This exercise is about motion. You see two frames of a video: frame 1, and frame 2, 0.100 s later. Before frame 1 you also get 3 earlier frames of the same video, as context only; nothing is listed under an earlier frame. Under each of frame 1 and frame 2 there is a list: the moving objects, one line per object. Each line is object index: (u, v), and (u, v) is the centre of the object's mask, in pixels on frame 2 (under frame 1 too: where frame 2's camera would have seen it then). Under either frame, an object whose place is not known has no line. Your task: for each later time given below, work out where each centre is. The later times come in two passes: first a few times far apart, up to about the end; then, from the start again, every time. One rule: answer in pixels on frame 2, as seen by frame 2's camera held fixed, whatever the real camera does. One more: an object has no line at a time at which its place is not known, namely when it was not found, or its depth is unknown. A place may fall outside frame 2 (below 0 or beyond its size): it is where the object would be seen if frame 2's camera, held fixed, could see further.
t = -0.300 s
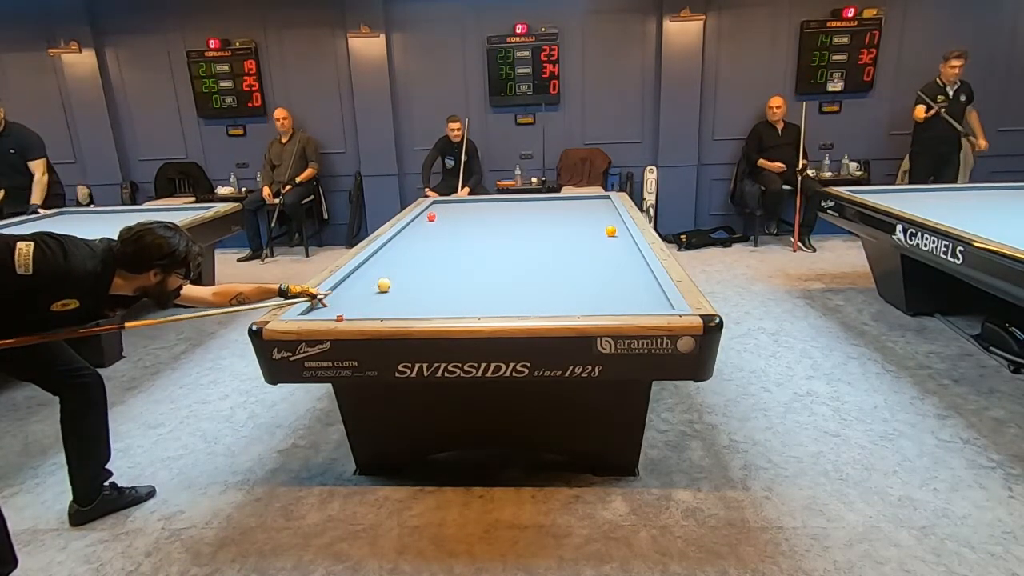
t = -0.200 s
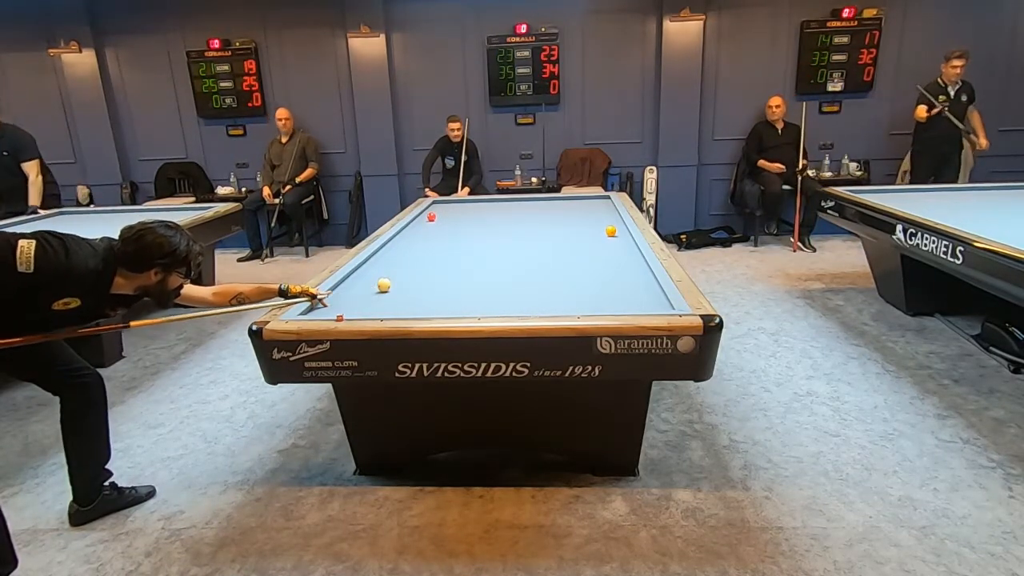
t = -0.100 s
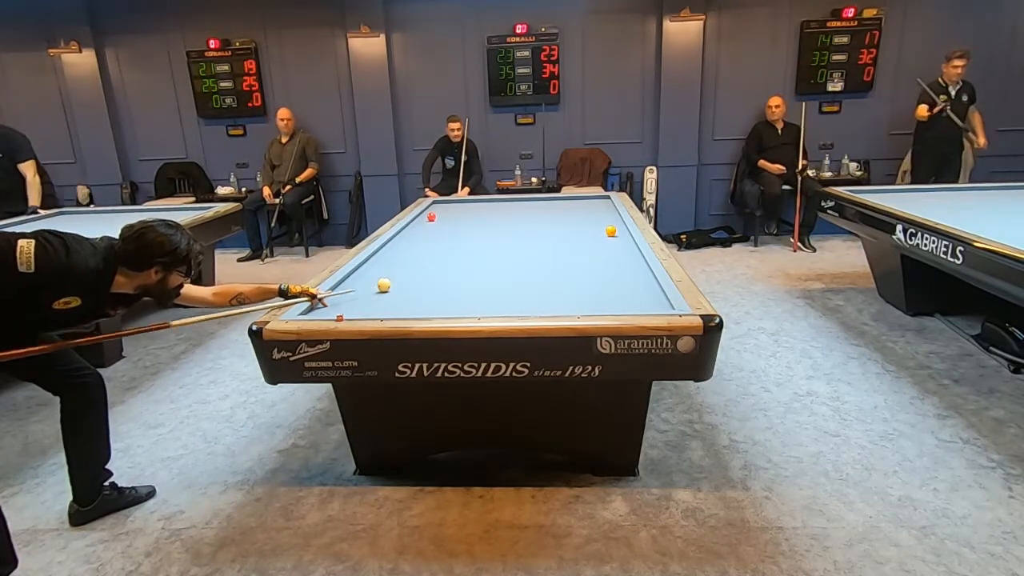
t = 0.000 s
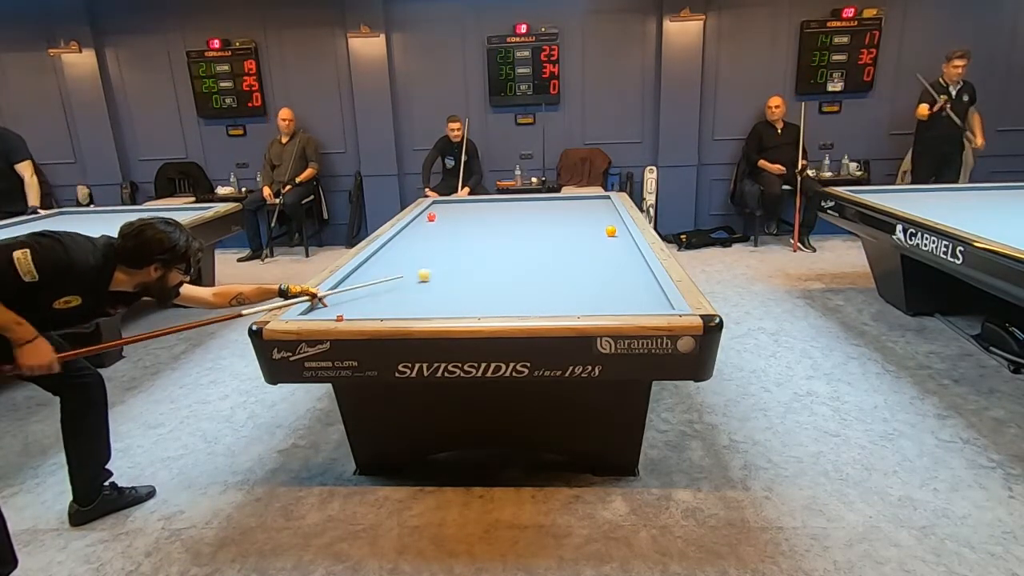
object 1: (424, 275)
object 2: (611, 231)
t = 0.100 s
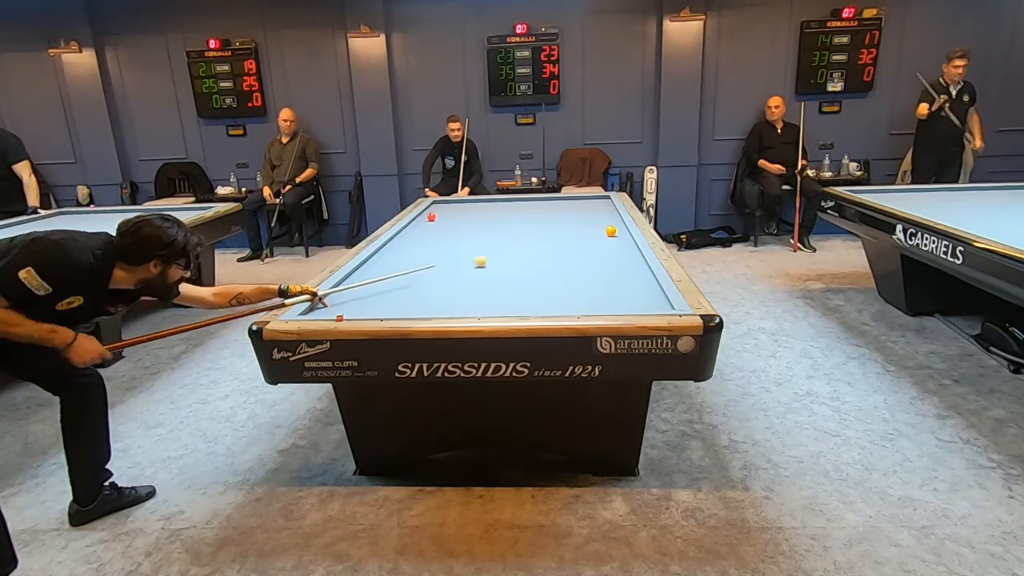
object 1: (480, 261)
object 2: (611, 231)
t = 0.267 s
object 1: (556, 243)
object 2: (611, 231)
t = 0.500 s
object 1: (608, 221)
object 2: (612, 232)
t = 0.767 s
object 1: (597, 206)
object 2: (568, 233)
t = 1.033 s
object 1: (578, 198)
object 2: (526, 234)
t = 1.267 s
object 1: (562, 206)
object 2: (491, 235)
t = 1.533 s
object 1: (541, 214)
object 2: (452, 236)
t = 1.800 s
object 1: (517, 223)
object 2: (414, 238)
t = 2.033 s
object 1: (495, 232)
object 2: (404, 237)
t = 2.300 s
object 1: (464, 243)
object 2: (425, 237)
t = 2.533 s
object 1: (434, 255)
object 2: (443, 237)
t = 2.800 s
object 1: (394, 270)
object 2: (464, 236)
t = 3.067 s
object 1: (348, 288)
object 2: (484, 236)
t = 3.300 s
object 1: (329, 303)
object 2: (501, 236)
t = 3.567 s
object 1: (343, 309)
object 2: (520, 235)
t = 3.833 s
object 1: (377, 299)
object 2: (538, 235)
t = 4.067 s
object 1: (405, 292)
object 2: (554, 234)
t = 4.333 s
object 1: (434, 282)
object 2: (571, 234)
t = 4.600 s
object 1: (460, 275)
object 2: (588, 234)
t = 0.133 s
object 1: (497, 257)
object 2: (611, 231)
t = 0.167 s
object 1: (512, 253)
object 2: (611, 231)
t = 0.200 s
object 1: (527, 249)
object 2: (611, 231)
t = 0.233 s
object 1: (542, 246)
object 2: (611, 231)
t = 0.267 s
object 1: (556, 243)
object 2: (611, 231)
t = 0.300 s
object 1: (569, 239)
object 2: (611, 231)
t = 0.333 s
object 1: (582, 236)
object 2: (611, 231)
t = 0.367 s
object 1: (594, 233)
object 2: (611, 231)
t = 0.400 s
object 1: (601, 230)
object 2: (615, 231)
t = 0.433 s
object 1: (603, 227)
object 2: (625, 231)
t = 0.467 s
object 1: (606, 224)
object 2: (619, 231)
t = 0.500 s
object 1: (608, 221)
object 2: (612, 232)
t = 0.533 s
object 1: (611, 219)
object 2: (606, 232)
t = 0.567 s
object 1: (614, 216)
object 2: (600, 232)
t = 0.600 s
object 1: (615, 215)
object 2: (594, 232)
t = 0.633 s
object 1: (610, 213)
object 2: (588, 232)
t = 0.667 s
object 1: (606, 211)
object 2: (583, 232)
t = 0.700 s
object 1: (603, 209)
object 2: (578, 232)
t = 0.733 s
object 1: (599, 208)
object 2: (573, 232)
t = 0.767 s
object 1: (597, 206)
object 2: (568, 233)
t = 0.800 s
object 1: (594, 205)
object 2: (562, 233)
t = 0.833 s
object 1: (592, 203)
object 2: (557, 233)
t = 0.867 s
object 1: (589, 202)
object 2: (552, 233)
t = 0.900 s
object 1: (587, 200)
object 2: (547, 234)
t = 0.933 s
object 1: (585, 199)
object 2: (542, 234)
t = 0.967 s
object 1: (583, 198)
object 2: (536, 234)
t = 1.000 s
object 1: (581, 197)
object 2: (531, 234)
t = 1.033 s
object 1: (578, 198)
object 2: (526, 234)
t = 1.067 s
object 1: (576, 199)
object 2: (522, 234)
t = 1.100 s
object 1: (573, 200)
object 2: (516, 235)
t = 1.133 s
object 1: (571, 201)
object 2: (511, 235)
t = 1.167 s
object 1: (569, 202)
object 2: (506, 235)
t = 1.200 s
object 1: (566, 203)
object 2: (501, 235)
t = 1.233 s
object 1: (564, 205)
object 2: (496, 235)
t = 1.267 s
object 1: (562, 206)
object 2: (491, 235)
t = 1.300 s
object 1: (559, 207)
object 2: (486, 235)
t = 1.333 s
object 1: (556, 208)
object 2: (481, 236)
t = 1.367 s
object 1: (554, 209)
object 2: (476, 236)
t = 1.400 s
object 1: (552, 210)
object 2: (471, 236)
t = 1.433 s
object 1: (549, 211)
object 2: (466, 236)
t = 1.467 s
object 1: (546, 212)
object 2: (462, 236)
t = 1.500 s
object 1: (543, 213)
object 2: (457, 236)
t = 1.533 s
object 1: (541, 214)
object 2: (452, 236)
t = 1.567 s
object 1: (538, 215)
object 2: (447, 236)
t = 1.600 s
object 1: (535, 216)
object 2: (442, 236)
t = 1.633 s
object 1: (532, 217)
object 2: (437, 237)
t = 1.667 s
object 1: (529, 218)
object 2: (432, 237)
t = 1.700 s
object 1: (526, 219)
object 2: (427, 237)
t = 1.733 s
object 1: (523, 220)
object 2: (423, 237)
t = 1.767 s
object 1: (520, 221)
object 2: (418, 237)
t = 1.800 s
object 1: (517, 223)
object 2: (414, 238)
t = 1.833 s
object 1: (514, 224)
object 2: (408, 238)
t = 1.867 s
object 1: (511, 225)
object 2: (404, 237)
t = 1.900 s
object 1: (507, 226)
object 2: (399, 238)
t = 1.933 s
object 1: (504, 228)
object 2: (395, 238)
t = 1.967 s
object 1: (501, 229)
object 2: (397, 238)
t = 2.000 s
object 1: (498, 230)
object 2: (401, 238)
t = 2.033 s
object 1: (495, 232)
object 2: (404, 237)
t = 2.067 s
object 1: (491, 233)
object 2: (406, 237)
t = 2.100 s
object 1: (487, 235)
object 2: (409, 237)
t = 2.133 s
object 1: (483, 236)
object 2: (412, 237)
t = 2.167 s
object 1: (479, 237)
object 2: (415, 237)
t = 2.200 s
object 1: (476, 239)
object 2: (417, 237)
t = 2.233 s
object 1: (472, 240)
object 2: (420, 237)
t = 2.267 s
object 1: (468, 242)
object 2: (422, 237)
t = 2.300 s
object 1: (464, 243)
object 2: (425, 237)
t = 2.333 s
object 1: (460, 245)
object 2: (428, 237)
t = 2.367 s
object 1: (456, 246)
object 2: (430, 237)
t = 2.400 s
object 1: (452, 248)
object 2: (433, 237)
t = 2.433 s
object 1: (447, 250)
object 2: (436, 237)
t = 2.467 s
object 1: (443, 251)
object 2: (438, 237)
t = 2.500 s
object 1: (439, 253)
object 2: (441, 237)
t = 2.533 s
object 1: (434, 255)
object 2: (443, 237)
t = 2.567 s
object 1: (429, 256)
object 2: (446, 237)
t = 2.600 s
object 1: (425, 259)
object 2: (449, 237)
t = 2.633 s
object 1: (420, 260)
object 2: (451, 237)
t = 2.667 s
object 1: (415, 262)
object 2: (454, 236)
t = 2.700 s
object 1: (410, 264)
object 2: (457, 236)
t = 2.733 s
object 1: (405, 265)
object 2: (459, 236)
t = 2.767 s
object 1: (400, 268)
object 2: (462, 236)
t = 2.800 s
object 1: (394, 270)
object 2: (464, 236)
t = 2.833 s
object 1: (389, 272)
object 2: (467, 236)
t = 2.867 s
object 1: (384, 274)
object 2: (469, 236)
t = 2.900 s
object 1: (378, 276)
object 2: (472, 236)
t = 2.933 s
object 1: (373, 278)
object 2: (474, 236)
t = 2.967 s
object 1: (366, 280)
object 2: (476, 236)
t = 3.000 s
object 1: (361, 283)
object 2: (479, 236)
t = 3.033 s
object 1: (354, 285)
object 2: (481, 236)
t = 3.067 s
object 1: (348, 288)
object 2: (484, 236)
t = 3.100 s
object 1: (341, 290)
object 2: (486, 236)
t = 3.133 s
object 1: (335, 292)
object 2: (489, 236)
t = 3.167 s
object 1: (329, 295)
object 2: (491, 236)
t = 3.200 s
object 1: (330, 297)
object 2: (494, 236)
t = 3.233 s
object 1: (330, 299)
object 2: (496, 236)
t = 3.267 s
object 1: (330, 301)
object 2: (498, 236)
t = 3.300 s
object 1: (329, 303)
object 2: (501, 236)
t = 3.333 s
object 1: (329, 305)
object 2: (503, 236)
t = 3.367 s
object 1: (329, 307)
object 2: (506, 236)
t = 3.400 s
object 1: (329, 308)
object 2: (508, 236)
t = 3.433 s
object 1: (328, 310)
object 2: (510, 236)
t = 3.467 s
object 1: (327, 311)
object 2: (513, 235)
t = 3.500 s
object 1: (332, 311)
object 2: (515, 235)
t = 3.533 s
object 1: (338, 309)
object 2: (517, 235)
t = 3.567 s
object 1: (343, 309)
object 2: (520, 235)
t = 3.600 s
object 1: (348, 308)
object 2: (522, 235)
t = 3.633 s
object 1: (352, 307)
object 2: (525, 235)
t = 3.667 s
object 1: (357, 306)
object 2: (527, 235)
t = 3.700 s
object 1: (361, 305)
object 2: (529, 235)
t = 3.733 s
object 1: (365, 303)
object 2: (531, 235)
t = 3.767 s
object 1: (370, 302)
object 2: (533, 235)
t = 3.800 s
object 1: (374, 301)
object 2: (536, 235)
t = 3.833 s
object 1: (377, 299)
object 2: (538, 235)
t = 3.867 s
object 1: (382, 298)
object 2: (540, 235)
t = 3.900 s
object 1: (386, 297)
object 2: (543, 235)
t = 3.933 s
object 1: (390, 296)
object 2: (545, 235)
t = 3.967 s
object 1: (394, 295)
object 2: (547, 235)
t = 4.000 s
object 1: (397, 293)
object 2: (549, 235)
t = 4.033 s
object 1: (402, 293)
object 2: (552, 235)
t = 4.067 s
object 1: (405, 292)
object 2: (554, 234)
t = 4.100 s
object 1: (409, 291)
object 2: (556, 234)
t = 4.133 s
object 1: (412, 289)
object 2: (558, 234)
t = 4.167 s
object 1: (416, 288)
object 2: (560, 234)
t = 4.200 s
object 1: (420, 287)
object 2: (562, 234)
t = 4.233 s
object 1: (423, 286)
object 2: (564, 234)
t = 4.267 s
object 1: (427, 285)
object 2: (567, 234)
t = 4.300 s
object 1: (430, 284)
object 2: (569, 234)
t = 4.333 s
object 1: (434, 282)
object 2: (571, 234)
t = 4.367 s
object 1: (437, 281)
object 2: (573, 234)
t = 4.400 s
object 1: (440, 281)
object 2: (575, 234)
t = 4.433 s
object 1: (444, 279)
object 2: (577, 234)
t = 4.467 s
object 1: (447, 278)
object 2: (580, 234)
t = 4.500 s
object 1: (450, 278)
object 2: (582, 234)
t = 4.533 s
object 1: (453, 277)
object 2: (584, 234)
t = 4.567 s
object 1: (456, 276)
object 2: (586, 234)
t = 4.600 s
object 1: (460, 275)
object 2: (588, 234)
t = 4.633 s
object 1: (463, 274)
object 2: (590, 234)
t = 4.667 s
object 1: (466, 273)
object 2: (592, 234)
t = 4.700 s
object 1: (468, 272)
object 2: (594, 234)
